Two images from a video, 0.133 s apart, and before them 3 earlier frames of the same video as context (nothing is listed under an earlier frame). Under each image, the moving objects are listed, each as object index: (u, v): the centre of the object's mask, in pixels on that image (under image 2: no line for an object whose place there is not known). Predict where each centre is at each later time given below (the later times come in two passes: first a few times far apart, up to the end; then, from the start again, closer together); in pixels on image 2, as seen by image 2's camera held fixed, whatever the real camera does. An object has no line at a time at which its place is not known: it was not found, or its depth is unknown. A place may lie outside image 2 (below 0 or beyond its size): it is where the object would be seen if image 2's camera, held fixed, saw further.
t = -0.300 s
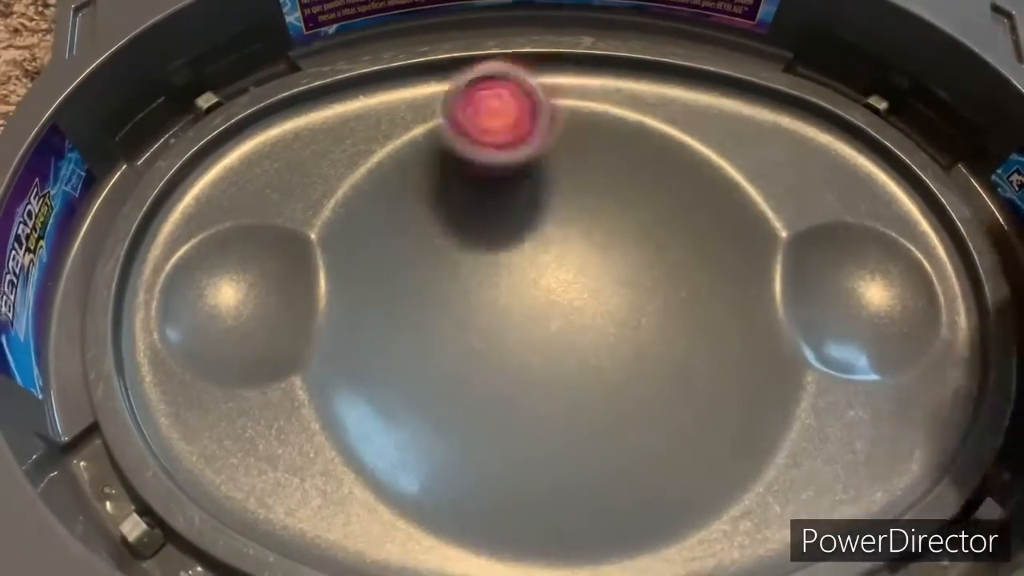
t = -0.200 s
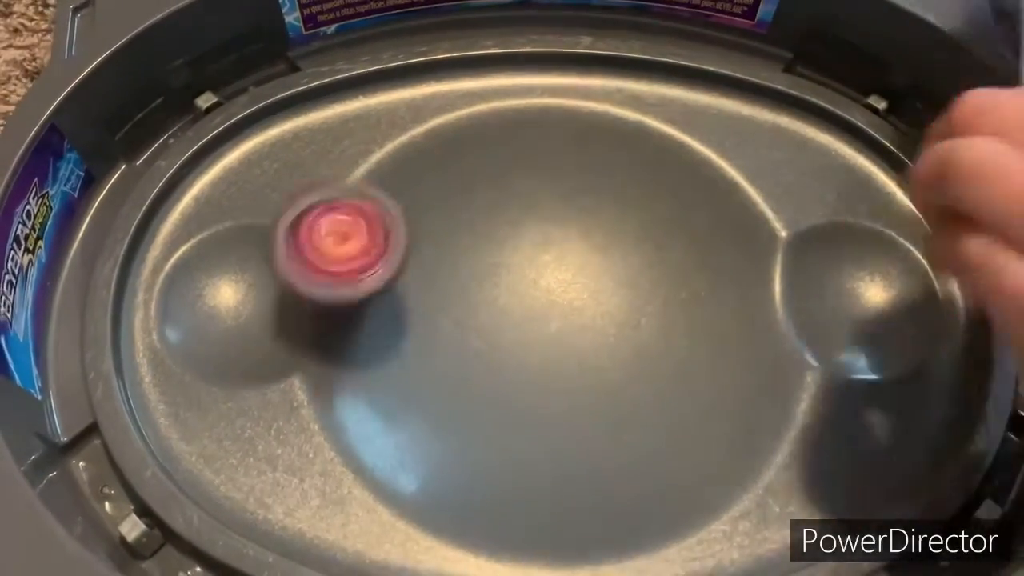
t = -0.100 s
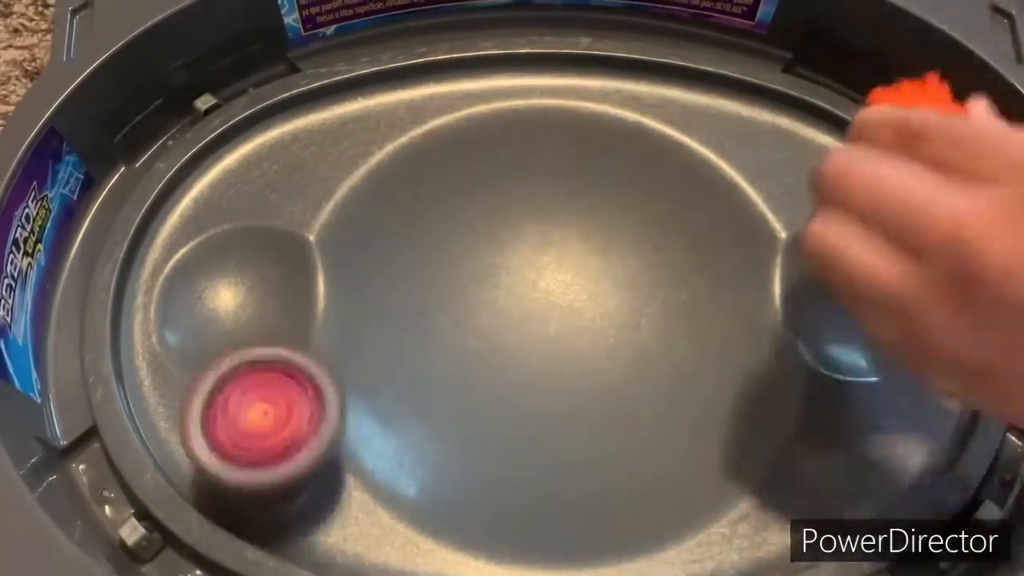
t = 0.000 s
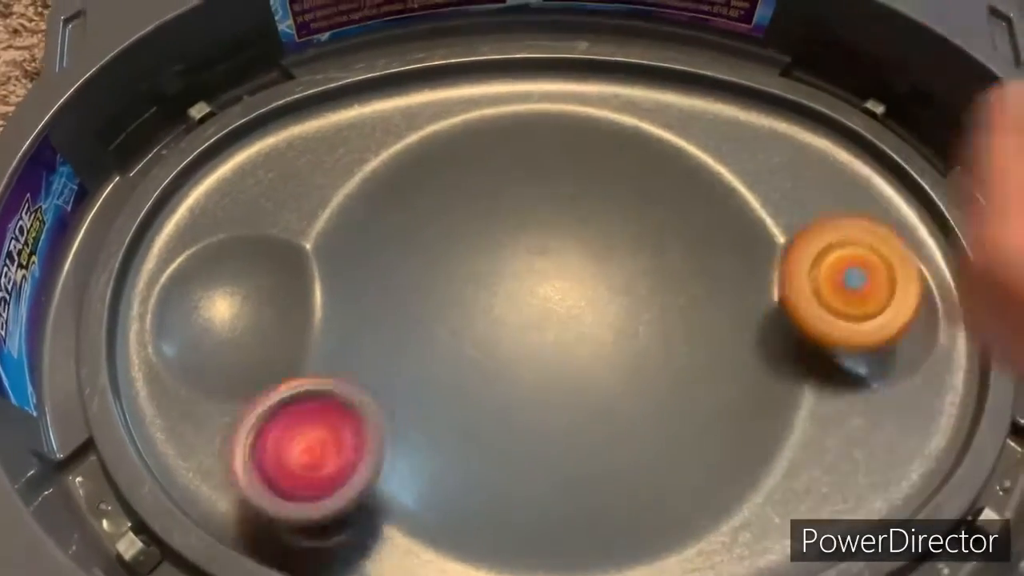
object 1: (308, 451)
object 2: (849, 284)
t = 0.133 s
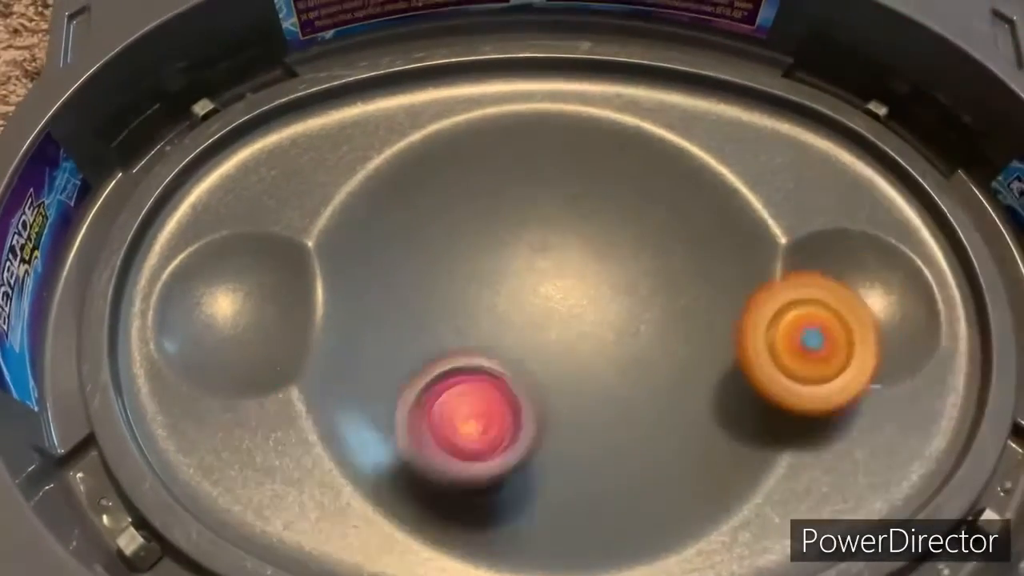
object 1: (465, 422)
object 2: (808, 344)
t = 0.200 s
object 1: (571, 388)
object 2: (747, 361)
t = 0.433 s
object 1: (548, 264)
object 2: (728, 292)
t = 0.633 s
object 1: (427, 266)
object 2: (548, 328)
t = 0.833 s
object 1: (426, 403)
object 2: (525, 268)
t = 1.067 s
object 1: (797, 298)
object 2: (565, 237)
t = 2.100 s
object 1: (154, 367)
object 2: (517, 372)
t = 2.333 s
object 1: (230, 403)
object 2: (493, 332)
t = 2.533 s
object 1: (383, 404)
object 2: (567, 341)
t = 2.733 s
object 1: (596, 454)
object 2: (693, 279)
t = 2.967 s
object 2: (690, 137)
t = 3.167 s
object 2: (563, 186)
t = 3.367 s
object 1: (428, 431)
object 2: (467, 312)
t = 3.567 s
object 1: (591, 441)
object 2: (466, 365)
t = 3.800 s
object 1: (592, 216)
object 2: (469, 291)
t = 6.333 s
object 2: (481, 221)
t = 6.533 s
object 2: (486, 317)
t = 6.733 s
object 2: (500, 373)
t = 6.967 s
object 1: (460, 293)
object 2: (551, 424)
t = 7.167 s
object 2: (598, 398)
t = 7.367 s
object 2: (633, 332)
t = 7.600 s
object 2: (634, 261)
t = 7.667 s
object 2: (629, 247)
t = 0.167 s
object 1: (519, 409)
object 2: (783, 353)
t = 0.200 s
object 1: (571, 388)
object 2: (747, 361)
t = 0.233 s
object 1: (591, 373)
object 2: (751, 345)
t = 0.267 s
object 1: (588, 354)
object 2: (775, 331)
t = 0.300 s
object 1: (584, 337)
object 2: (788, 318)
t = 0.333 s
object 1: (579, 315)
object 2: (788, 306)
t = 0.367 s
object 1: (571, 295)
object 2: (777, 297)
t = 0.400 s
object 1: (562, 278)
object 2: (756, 292)
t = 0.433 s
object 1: (548, 264)
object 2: (728, 292)
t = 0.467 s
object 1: (531, 252)
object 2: (693, 296)
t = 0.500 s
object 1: (513, 245)
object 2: (655, 303)
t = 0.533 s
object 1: (494, 245)
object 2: (616, 313)
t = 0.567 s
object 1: (473, 250)
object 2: (587, 324)
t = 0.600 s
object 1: (446, 256)
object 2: (567, 329)
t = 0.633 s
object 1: (427, 266)
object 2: (548, 328)
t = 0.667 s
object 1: (405, 280)
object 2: (538, 324)
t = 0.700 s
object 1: (382, 296)
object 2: (537, 316)
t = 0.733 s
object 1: (372, 320)
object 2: (533, 305)
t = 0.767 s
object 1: (374, 347)
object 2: (528, 292)
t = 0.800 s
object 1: (392, 376)
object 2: (524, 279)
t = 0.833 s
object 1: (426, 403)
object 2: (525, 268)
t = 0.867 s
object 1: (475, 421)
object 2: (531, 256)
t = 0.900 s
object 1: (523, 424)
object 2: (544, 245)
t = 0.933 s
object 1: (575, 414)
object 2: (561, 240)
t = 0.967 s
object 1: (629, 389)
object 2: (581, 239)
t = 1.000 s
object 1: (673, 356)
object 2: (598, 243)
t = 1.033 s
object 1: (721, 321)
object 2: (597, 244)
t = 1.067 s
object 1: (797, 298)
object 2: (565, 237)
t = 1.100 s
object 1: (859, 278)
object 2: (539, 232)
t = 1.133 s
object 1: (908, 264)
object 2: (519, 231)
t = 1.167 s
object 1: (947, 232)
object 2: (504, 231)
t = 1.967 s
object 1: (248, 300)
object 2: (518, 355)
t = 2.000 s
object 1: (208, 326)
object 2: (522, 363)
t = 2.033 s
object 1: (179, 341)
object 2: (525, 366)
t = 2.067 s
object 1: (162, 352)
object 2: (522, 369)
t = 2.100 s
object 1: (154, 367)
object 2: (517, 372)
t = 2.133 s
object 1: (154, 377)
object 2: (510, 372)
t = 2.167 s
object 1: (160, 382)
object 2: (500, 370)
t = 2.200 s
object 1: (168, 389)
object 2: (490, 367)
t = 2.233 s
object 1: (183, 395)
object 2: (485, 360)
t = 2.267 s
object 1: (200, 399)
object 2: (486, 350)
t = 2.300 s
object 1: (216, 399)
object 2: (489, 340)
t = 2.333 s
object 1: (230, 403)
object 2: (493, 332)
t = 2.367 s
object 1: (249, 405)
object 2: (499, 326)
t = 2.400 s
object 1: (271, 404)
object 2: (508, 323)
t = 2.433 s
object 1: (289, 401)
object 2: (522, 322)
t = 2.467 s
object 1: (309, 402)
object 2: (536, 326)
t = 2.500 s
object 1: (343, 405)
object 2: (552, 332)
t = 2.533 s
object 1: (383, 404)
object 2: (567, 341)
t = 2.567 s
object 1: (436, 406)
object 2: (579, 349)
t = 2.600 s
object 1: (482, 408)
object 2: (596, 348)
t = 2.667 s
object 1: (530, 448)
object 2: (656, 307)
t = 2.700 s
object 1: (559, 456)
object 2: (678, 291)
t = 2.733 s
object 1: (596, 454)
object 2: (693, 279)
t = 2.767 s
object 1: (624, 437)
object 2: (703, 271)
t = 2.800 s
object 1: (651, 410)
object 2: (709, 269)
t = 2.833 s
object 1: (662, 382)
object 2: (711, 261)
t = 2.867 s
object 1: (660, 383)
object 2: (713, 219)
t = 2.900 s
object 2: (710, 184)
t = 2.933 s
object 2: (702, 156)
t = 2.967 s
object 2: (690, 137)
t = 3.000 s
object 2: (675, 126)
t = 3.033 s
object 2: (657, 123)
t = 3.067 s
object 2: (638, 129)
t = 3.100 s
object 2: (614, 143)
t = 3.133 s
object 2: (588, 163)
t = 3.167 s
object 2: (563, 186)
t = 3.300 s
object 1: (435, 390)
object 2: (488, 280)
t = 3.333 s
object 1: (428, 411)
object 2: (476, 298)
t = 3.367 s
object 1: (428, 431)
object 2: (467, 312)
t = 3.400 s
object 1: (440, 451)
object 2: (463, 328)
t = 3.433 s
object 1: (462, 466)
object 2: (457, 343)
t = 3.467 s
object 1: (492, 476)
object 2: (454, 352)
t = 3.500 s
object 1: (533, 476)
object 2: (458, 359)
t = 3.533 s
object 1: (563, 463)
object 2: (462, 364)
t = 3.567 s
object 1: (591, 441)
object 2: (466, 365)
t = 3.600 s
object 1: (610, 413)
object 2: (474, 360)
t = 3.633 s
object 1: (618, 379)
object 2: (482, 355)
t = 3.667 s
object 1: (626, 345)
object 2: (483, 345)
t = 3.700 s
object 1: (629, 311)
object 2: (481, 329)
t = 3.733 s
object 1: (625, 278)
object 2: (480, 317)
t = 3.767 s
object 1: (611, 243)
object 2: (474, 304)
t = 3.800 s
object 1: (592, 216)
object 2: (469, 291)
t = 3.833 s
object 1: (565, 191)
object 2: (466, 282)
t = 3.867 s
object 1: (532, 170)
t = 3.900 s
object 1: (501, 152)
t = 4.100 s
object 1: (310, 102)
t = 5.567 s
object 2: (606, 282)
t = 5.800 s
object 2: (551, 220)
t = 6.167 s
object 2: (486, 177)
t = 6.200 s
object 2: (483, 179)
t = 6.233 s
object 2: (480, 186)
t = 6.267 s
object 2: (480, 196)
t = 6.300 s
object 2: (480, 208)
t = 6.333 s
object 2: (481, 221)
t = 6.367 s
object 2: (481, 236)
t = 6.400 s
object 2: (481, 253)
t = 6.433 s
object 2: (481, 270)
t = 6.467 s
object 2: (482, 286)
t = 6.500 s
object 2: (484, 302)
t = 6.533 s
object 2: (486, 317)
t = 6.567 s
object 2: (489, 331)
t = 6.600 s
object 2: (490, 342)
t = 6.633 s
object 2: (490, 350)
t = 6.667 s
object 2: (492, 359)
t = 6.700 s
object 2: (495, 366)
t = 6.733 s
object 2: (500, 373)
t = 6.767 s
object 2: (506, 378)
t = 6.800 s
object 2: (509, 389)
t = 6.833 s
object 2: (513, 399)
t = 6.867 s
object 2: (517, 406)
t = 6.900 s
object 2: (523, 409)
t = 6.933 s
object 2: (537, 417)
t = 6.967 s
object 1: (460, 293)
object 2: (551, 424)
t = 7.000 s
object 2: (562, 427)
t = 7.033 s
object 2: (572, 426)
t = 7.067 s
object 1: (484, 294)
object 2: (580, 422)
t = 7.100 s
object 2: (587, 415)
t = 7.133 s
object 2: (593, 407)
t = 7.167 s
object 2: (598, 398)
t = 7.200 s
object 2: (603, 389)
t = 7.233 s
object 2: (610, 381)
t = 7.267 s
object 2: (619, 370)
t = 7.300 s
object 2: (626, 358)
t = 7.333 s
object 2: (631, 345)
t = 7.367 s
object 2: (633, 332)
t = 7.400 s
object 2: (633, 320)
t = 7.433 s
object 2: (633, 308)
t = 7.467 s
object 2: (636, 297)
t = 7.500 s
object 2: (637, 285)
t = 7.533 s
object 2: (636, 275)
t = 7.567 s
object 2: (634, 267)
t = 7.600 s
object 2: (634, 261)
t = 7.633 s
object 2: (633, 253)
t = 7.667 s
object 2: (629, 247)
